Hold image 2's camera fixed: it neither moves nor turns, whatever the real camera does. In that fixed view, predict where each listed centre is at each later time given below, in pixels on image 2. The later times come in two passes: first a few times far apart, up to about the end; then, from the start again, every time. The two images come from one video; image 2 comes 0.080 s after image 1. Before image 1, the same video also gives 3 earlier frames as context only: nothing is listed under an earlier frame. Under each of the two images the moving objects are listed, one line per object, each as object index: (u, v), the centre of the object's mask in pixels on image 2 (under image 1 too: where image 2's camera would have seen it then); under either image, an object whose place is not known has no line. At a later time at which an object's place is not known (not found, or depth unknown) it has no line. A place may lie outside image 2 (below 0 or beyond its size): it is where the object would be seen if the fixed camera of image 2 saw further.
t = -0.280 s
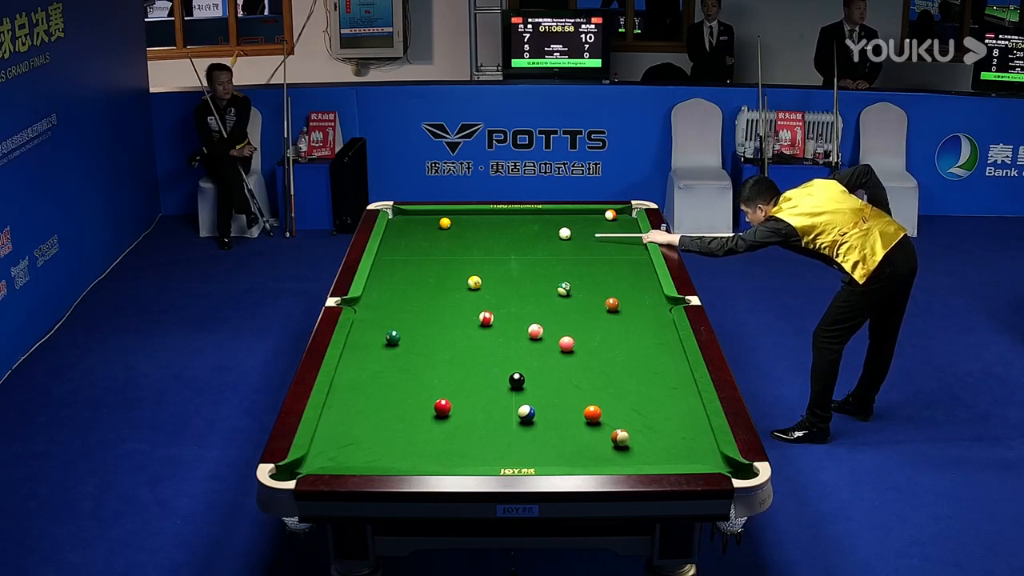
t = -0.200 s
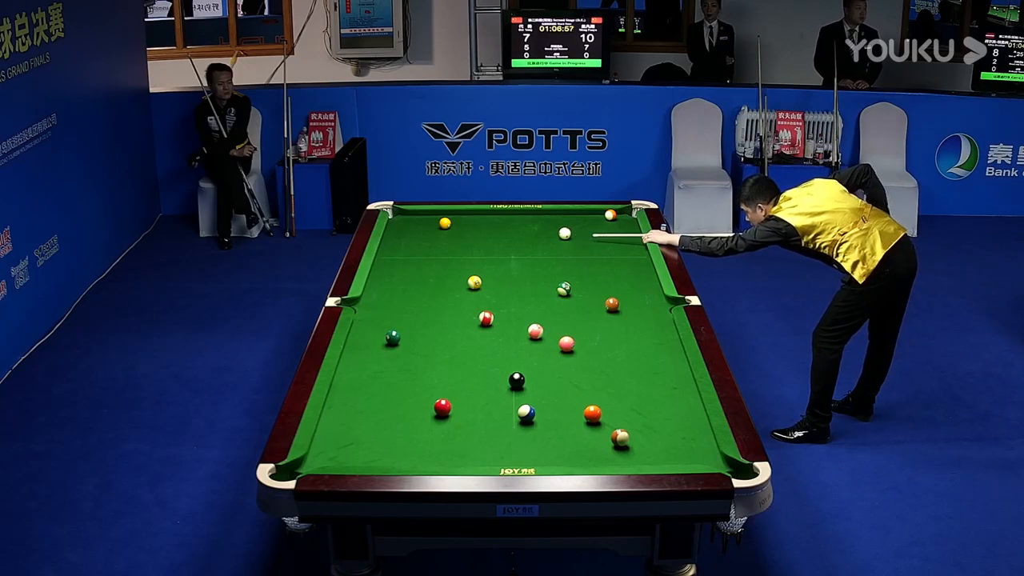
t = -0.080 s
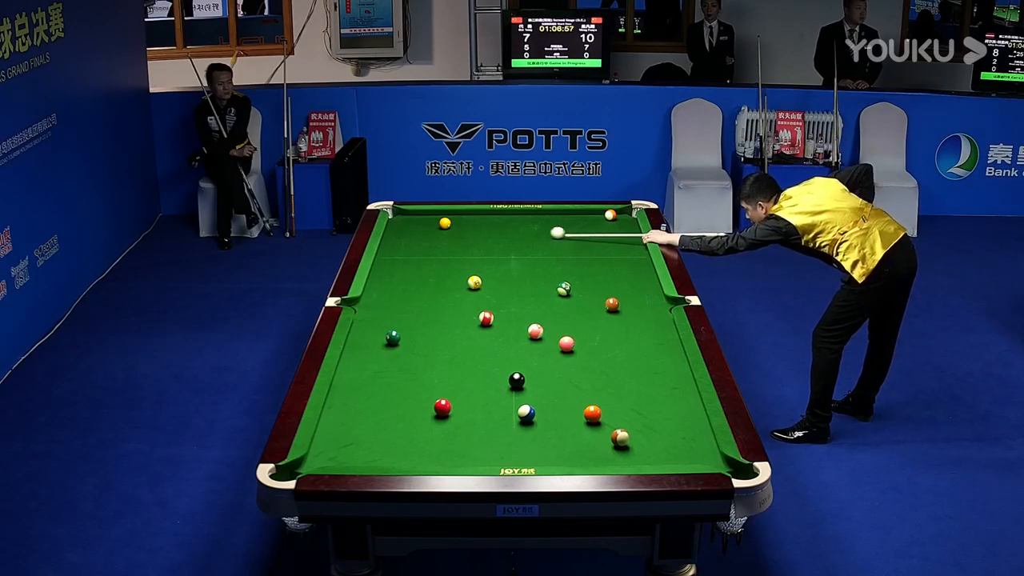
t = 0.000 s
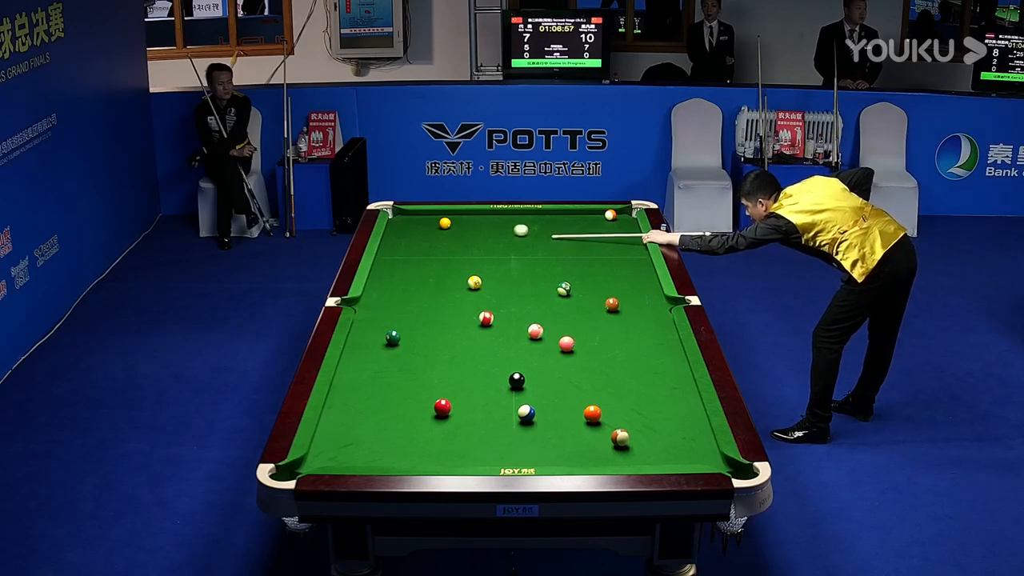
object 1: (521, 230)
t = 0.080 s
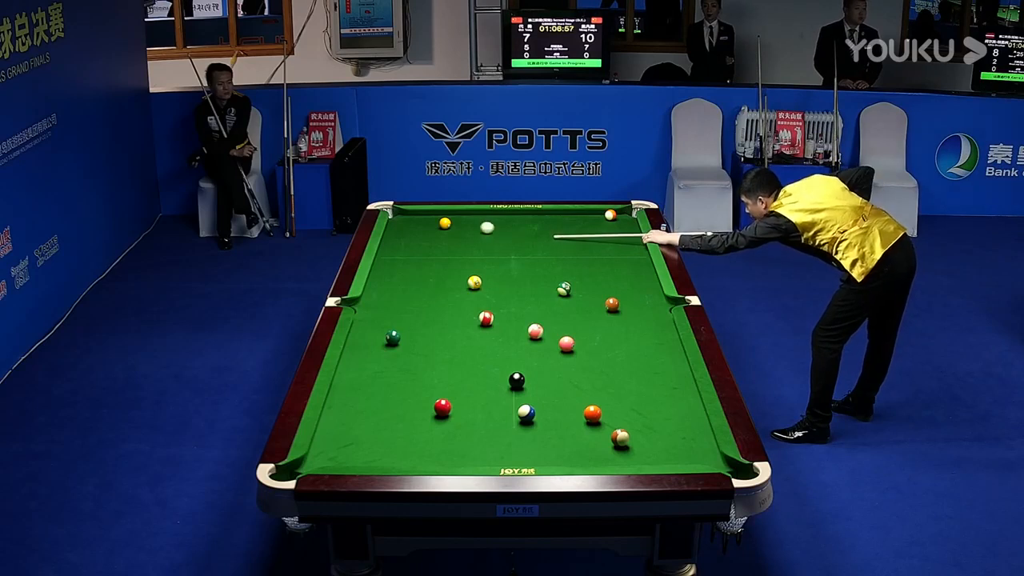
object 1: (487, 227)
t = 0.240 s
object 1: (446, 228)
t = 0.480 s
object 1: (430, 234)
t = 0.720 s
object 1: (415, 241)
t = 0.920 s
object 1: (402, 246)
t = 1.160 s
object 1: (387, 252)
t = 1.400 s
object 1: (385, 258)
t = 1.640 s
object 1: (391, 264)
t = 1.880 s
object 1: (396, 270)
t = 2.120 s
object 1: (402, 275)
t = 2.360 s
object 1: (407, 281)
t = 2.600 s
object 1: (413, 286)
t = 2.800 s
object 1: (417, 290)
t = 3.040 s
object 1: (422, 295)
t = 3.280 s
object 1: (426, 299)
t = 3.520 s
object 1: (430, 303)
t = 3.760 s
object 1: (434, 307)
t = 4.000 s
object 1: (437, 310)
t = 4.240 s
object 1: (440, 313)
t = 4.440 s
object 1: (443, 315)
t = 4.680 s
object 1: (445, 318)
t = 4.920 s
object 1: (448, 320)
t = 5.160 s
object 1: (449, 321)
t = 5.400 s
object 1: (451, 322)
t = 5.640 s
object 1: (451, 323)
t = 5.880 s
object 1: (452, 323)
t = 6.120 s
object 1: (452, 323)
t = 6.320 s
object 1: (452, 323)
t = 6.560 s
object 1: (452, 323)
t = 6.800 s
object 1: (452, 323)
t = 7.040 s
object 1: (452, 323)
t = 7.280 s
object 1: (452, 323)
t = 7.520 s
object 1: (452, 323)
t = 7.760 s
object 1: (452, 323)
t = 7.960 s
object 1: (452, 323)
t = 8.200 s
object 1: (452, 323)
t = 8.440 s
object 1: (452, 323)
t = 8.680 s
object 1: (452, 323)
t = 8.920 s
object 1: (452, 323)
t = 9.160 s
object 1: (452, 323)
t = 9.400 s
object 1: (452, 323)
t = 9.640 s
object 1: (452, 323)
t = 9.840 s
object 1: (452, 323)
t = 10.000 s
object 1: (452, 323)
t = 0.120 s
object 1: (471, 226)
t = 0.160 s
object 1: (456, 225)
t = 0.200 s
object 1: (450, 226)
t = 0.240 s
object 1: (446, 228)
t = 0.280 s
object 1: (443, 229)
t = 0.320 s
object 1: (441, 230)
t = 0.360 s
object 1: (438, 231)
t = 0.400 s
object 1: (436, 232)
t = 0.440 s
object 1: (433, 233)
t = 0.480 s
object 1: (430, 234)
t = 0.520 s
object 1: (428, 235)
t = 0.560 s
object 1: (425, 236)
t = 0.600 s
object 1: (422, 237)
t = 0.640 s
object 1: (420, 238)
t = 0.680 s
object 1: (417, 240)
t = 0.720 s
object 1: (415, 241)
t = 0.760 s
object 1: (412, 242)
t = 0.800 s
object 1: (409, 243)
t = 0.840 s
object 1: (407, 244)
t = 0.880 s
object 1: (404, 245)
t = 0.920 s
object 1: (402, 246)
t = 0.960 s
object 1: (399, 247)
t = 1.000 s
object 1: (397, 248)
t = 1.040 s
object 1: (394, 249)
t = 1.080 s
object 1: (392, 250)
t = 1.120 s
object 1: (389, 251)
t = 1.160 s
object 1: (387, 252)
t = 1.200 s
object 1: (384, 253)
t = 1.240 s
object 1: (382, 254)
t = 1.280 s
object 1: (382, 255)
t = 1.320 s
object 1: (383, 256)
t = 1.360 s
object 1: (384, 257)
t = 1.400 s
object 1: (385, 258)
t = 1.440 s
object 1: (386, 259)
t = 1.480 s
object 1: (387, 260)
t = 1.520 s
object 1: (388, 261)
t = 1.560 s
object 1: (389, 262)
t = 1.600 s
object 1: (390, 263)
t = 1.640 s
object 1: (391, 264)
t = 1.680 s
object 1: (392, 265)
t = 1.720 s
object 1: (393, 266)
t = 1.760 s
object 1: (394, 267)
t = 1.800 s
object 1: (395, 268)
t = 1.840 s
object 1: (395, 269)
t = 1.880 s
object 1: (396, 270)
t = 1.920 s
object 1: (397, 271)
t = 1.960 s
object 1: (398, 271)
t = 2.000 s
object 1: (399, 272)
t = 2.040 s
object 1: (400, 273)
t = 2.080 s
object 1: (401, 274)
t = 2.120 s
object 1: (402, 275)
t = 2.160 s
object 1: (403, 276)
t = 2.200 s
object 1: (404, 277)
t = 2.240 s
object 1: (405, 278)
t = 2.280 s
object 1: (406, 279)
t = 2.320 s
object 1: (406, 280)
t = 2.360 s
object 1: (407, 281)
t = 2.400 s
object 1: (408, 281)
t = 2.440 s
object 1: (409, 282)
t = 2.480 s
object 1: (410, 283)
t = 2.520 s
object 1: (411, 284)
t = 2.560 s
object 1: (412, 285)
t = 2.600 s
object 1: (413, 286)
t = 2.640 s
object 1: (414, 287)
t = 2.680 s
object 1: (414, 287)
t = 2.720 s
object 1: (415, 288)
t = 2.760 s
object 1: (416, 289)
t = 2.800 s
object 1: (417, 290)
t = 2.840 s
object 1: (418, 291)
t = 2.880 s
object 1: (419, 291)
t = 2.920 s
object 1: (419, 292)
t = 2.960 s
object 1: (420, 293)
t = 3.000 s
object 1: (421, 294)
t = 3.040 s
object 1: (422, 295)
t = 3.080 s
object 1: (422, 295)
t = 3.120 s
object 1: (423, 296)
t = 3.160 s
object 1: (424, 297)
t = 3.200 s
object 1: (424, 297)
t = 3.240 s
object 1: (425, 298)
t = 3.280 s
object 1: (426, 299)
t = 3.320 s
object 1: (427, 300)
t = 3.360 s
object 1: (427, 300)
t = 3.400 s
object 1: (428, 301)
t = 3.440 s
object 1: (429, 302)
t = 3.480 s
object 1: (429, 302)
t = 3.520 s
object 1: (430, 303)
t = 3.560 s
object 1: (431, 304)
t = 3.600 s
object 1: (431, 304)
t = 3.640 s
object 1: (432, 305)
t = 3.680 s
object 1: (432, 306)
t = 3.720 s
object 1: (433, 306)
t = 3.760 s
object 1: (434, 307)
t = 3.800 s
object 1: (434, 307)
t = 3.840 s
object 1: (435, 308)
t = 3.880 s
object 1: (435, 309)
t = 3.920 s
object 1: (436, 309)
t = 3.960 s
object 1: (436, 310)
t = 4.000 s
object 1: (437, 310)
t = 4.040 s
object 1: (438, 311)
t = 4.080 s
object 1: (438, 311)
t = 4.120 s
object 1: (439, 312)
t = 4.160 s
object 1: (439, 312)
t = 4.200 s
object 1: (440, 313)
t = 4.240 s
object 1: (440, 313)
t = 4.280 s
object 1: (441, 314)
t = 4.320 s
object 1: (441, 314)
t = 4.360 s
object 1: (442, 315)
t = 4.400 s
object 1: (442, 315)
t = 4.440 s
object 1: (443, 315)
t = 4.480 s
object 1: (443, 316)
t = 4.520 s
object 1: (444, 316)
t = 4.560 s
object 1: (444, 317)
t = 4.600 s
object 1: (444, 317)
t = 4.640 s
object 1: (445, 317)
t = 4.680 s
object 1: (445, 318)
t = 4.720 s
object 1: (446, 318)
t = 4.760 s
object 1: (446, 319)
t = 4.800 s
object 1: (447, 319)
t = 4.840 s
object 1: (447, 319)
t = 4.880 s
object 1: (447, 319)
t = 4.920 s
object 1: (448, 320)
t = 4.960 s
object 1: (448, 320)
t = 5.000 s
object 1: (448, 320)
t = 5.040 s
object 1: (449, 320)
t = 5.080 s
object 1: (449, 321)
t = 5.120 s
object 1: (449, 321)
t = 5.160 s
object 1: (449, 321)
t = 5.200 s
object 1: (450, 321)
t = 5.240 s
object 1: (450, 322)
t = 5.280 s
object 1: (450, 322)
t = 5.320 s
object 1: (450, 322)
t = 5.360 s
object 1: (451, 322)
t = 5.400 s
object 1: (451, 322)
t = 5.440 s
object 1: (451, 322)
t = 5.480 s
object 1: (451, 322)
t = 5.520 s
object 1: (451, 322)
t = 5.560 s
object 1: (451, 323)
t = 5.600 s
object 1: (451, 323)
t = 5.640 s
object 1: (451, 323)
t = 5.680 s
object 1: (452, 323)
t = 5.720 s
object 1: (452, 323)
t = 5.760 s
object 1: (452, 323)
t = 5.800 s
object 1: (452, 323)
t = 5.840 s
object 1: (452, 323)
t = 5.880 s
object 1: (452, 323)
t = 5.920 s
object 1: (452, 323)
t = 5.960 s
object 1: (452, 323)
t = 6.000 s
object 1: (452, 323)
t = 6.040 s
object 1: (452, 323)
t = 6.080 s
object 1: (452, 323)
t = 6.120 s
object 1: (452, 323)
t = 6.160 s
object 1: (452, 323)
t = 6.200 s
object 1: (452, 323)
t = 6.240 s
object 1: (452, 323)
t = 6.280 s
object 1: (452, 323)
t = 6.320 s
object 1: (452, 323)
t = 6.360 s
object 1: (452, 323)
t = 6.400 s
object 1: (452, 323)
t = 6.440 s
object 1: (452, 323)
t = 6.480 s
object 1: (452, 323)
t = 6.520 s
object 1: (452, 323)
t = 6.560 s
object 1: (452, 323)
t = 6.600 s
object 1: (452, 323)
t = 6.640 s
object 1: (452, 323)
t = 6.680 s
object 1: (452, 323)
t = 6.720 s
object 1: (452, 323)
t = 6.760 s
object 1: (452, 323)
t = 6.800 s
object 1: (452, 323)
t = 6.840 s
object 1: (452, 323)
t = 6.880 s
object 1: (452, 323)
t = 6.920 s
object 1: (452, 323)
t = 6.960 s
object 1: (452, 323)
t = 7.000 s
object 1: (452, 323)
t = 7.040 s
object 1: (452, 323)
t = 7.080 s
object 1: (452, 323)
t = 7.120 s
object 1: (452, 323)
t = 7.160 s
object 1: (452, 323)
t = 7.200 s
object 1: (452, 323)
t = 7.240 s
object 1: (452, 323)
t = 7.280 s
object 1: (452, 323)
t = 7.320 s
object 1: (452, 323)
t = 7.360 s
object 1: (452, 323)
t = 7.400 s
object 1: (452, 323)
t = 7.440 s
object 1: (452, 323)
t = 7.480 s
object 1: (452, 323)
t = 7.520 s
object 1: (452, 323)
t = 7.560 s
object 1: (452, 323)
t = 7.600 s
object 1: (452, 323)
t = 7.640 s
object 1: (452, 323)
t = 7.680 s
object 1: (452, 323)
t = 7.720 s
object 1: (452, 323)
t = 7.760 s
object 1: (452, 323)
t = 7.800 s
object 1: (452, 323)
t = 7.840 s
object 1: (452, 323)
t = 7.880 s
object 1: (452, 323)
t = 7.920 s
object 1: (452, 323)
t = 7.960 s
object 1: (452, 323)
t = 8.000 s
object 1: (452, 323)
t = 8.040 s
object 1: (452, 323)
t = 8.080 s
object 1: (452, 323)
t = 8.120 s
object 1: (452, 323)
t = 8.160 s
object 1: (452, 323)
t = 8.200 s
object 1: (452, 323)
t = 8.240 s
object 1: (452, 323)
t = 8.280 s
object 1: (452, 323)
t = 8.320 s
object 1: (452, 323)
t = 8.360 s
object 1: (452, 323)
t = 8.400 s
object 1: (452, 323)
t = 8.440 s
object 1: (452, 323)
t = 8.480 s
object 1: (452, 323)
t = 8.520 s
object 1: (452, 323)
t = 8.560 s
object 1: (452, 323)
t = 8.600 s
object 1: (452, 323)
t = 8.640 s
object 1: (452, 323)
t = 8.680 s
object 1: (452, 323)
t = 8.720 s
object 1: (452, 323)
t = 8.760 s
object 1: (452, 323)
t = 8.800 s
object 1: (452, 323)
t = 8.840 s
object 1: (452, 323)
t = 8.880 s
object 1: (452, 323)
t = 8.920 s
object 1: (452, 323)
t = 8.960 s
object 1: (452, 323)
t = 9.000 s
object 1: (452, 323)
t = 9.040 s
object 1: (452, 323)
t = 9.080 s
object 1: (452, 323)
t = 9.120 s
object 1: (452, 323)
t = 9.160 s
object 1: (452, 323)
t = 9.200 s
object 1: (452, 323)
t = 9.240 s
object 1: (452, 323)
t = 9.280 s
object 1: (452, 323)
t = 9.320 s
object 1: (452, 323)
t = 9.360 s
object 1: (452, 323)
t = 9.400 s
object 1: (452, 323)
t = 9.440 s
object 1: (452, 323)
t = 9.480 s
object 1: (452, 323)
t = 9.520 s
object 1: (452, 323)
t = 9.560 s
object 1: (452, 323)
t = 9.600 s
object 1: (452, 323)
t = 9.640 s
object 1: (452, 323)
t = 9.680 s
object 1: (452, 323)
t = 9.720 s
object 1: (452, 323)
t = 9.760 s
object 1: (452, 323)
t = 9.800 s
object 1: (452, 323)
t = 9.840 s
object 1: (452, 323)
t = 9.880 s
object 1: (452, 323)
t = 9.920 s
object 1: (452, 323)
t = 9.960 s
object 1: (452, 323)
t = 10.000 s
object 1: (452, 323)
